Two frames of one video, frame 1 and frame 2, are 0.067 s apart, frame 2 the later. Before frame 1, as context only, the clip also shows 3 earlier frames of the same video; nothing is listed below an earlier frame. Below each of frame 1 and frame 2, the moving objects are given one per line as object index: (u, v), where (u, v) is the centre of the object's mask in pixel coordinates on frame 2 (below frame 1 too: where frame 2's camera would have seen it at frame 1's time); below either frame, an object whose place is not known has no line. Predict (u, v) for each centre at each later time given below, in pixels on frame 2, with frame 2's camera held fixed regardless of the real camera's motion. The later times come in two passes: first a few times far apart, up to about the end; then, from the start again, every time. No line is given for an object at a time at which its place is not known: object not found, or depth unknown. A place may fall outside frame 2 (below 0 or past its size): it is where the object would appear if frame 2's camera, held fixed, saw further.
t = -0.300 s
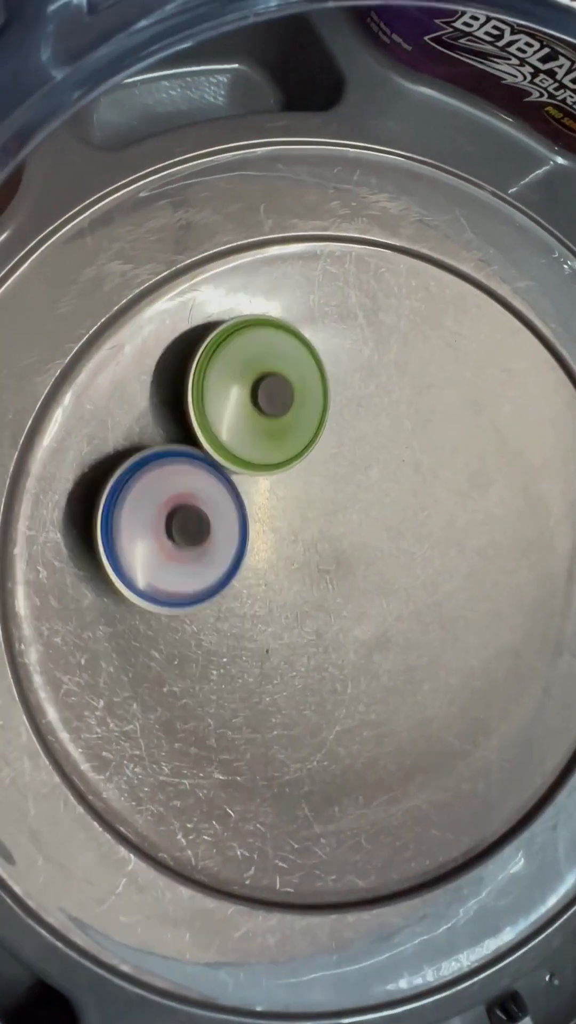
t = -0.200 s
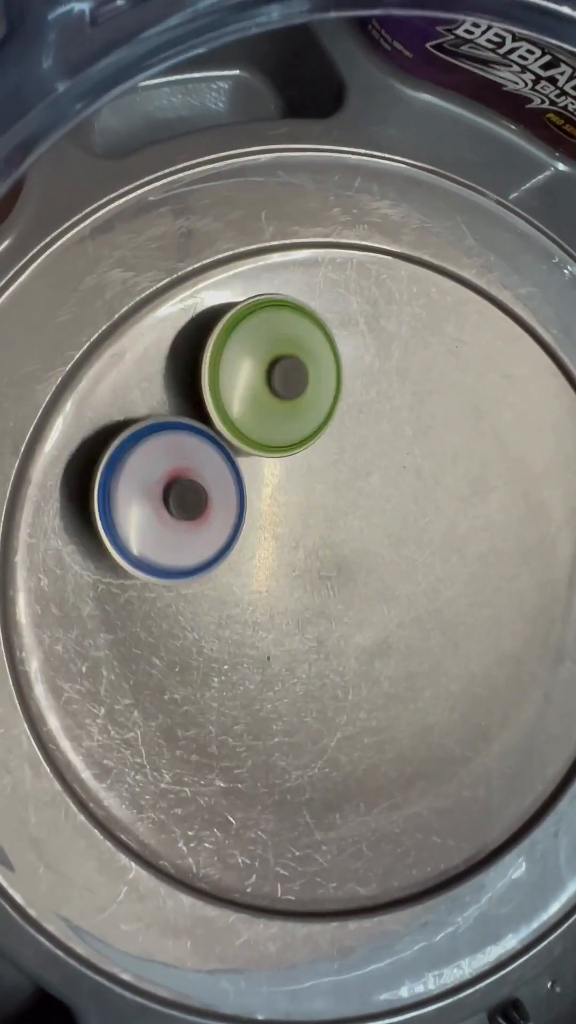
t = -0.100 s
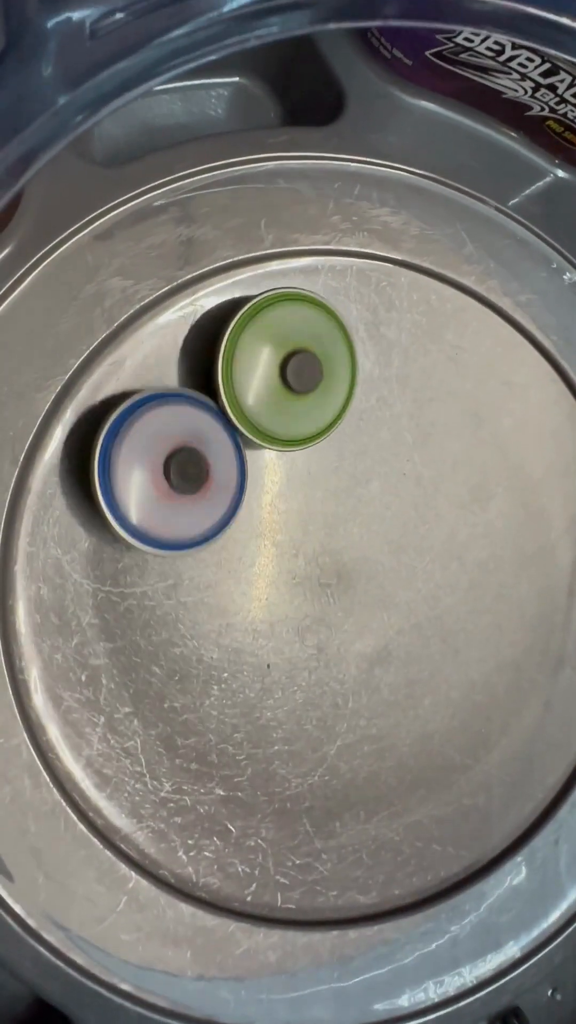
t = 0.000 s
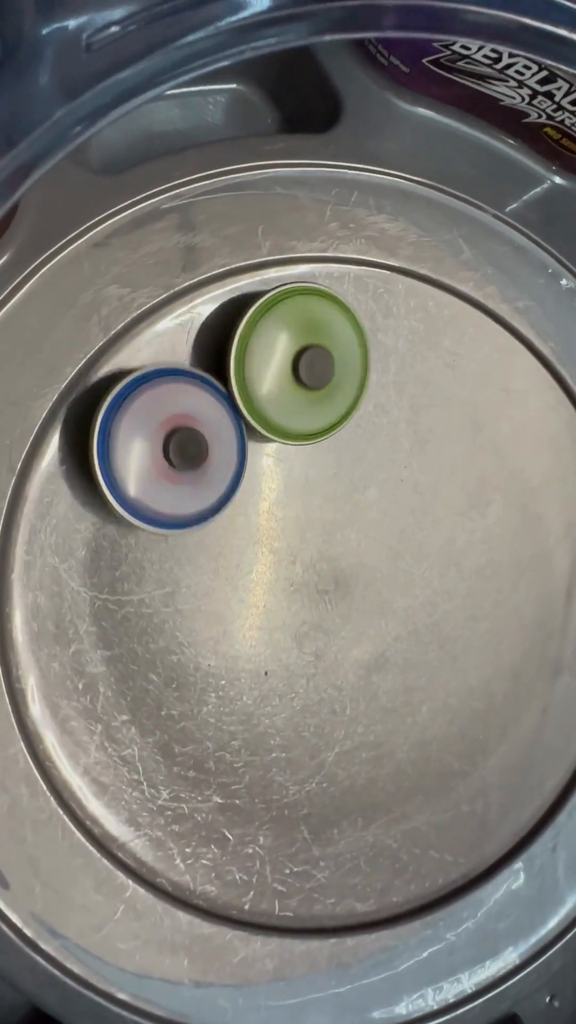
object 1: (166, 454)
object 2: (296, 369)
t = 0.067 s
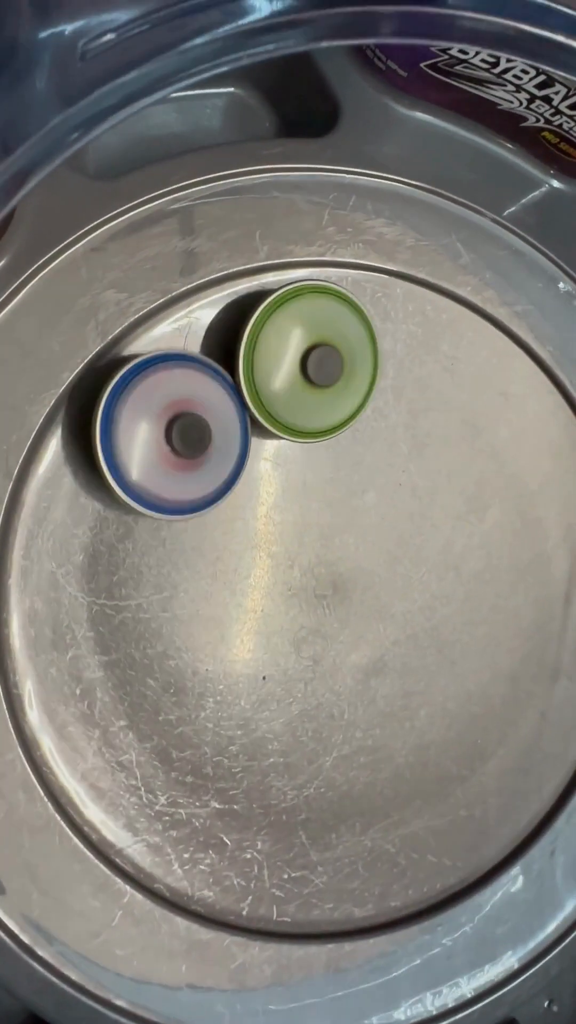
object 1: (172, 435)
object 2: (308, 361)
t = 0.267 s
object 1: (203, 377)
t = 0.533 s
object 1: (261, 325)
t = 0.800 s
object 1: (328, 322)
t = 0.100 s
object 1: (176, 426)
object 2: (314, 359)
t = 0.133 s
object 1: (180, 417)
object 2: (321, 356)
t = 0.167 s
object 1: (186, 408)
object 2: (329, 353)
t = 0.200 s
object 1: (191, 397)
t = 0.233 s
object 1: (197, 387)
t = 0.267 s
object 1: (203, 377)
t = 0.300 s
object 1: (209, 368)
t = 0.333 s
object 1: (216, 359)
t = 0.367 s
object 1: (223, 352)
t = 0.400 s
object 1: (230, 345)
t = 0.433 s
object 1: (237, 339)
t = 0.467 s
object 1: (244, 334)
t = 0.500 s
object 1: (252, 330)
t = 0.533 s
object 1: (261, 325)
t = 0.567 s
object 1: (269, 321)
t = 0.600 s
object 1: (277, 318)
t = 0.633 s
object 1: (286, 316)
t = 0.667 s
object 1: (294, 315)
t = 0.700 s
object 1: (302, 315)
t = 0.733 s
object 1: (311, 317)
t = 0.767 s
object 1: (320, 319)
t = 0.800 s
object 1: (328, 322)
